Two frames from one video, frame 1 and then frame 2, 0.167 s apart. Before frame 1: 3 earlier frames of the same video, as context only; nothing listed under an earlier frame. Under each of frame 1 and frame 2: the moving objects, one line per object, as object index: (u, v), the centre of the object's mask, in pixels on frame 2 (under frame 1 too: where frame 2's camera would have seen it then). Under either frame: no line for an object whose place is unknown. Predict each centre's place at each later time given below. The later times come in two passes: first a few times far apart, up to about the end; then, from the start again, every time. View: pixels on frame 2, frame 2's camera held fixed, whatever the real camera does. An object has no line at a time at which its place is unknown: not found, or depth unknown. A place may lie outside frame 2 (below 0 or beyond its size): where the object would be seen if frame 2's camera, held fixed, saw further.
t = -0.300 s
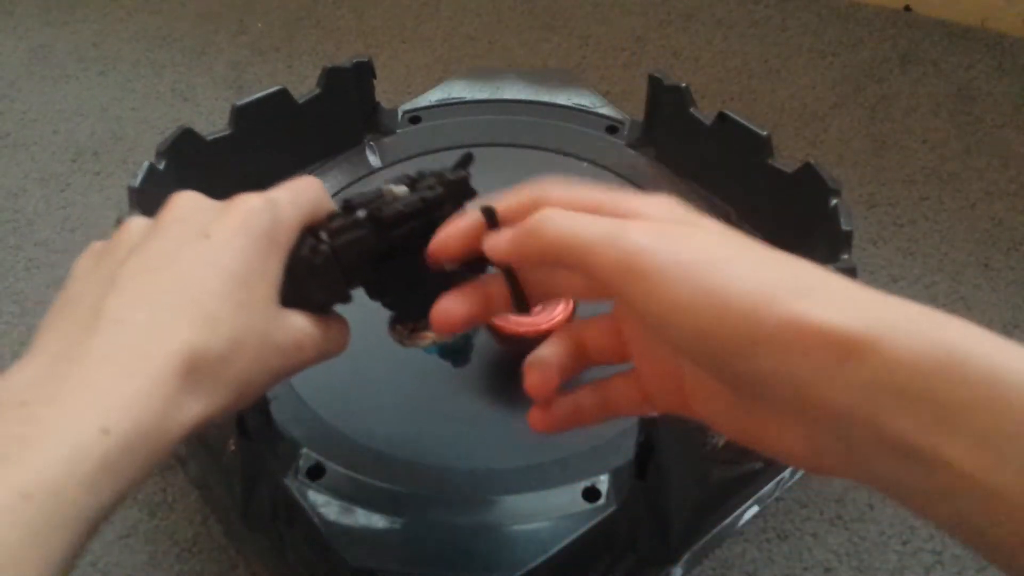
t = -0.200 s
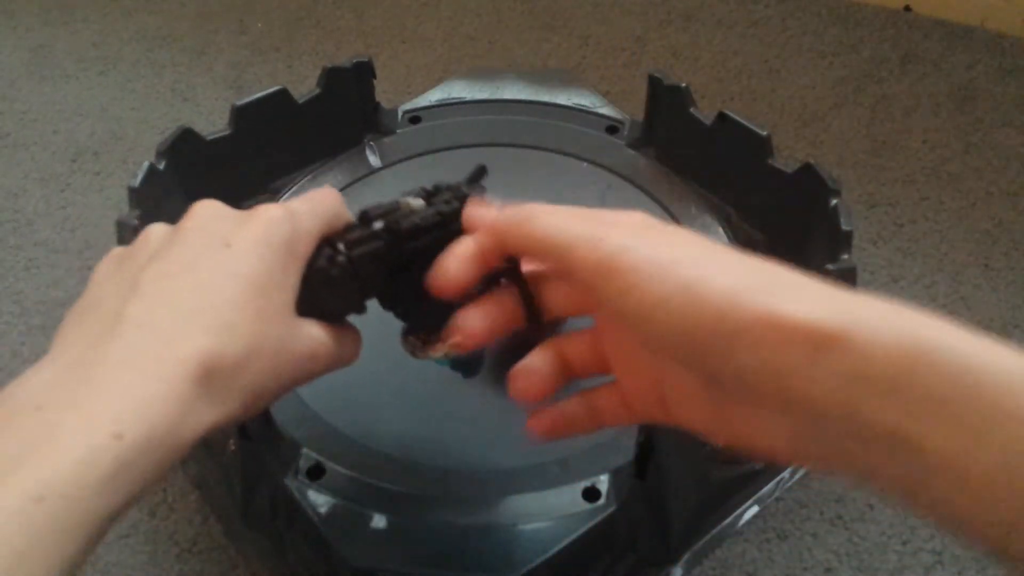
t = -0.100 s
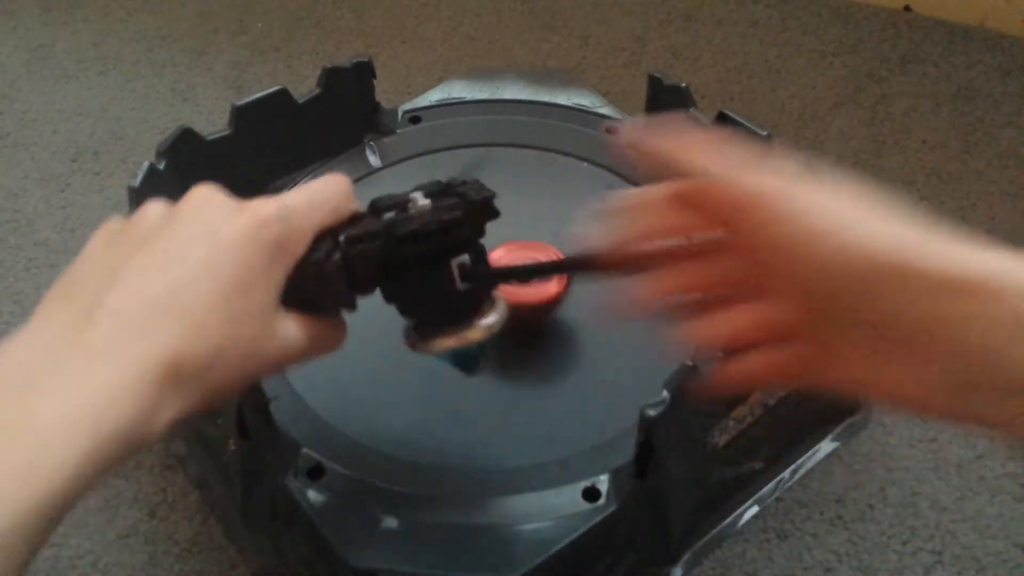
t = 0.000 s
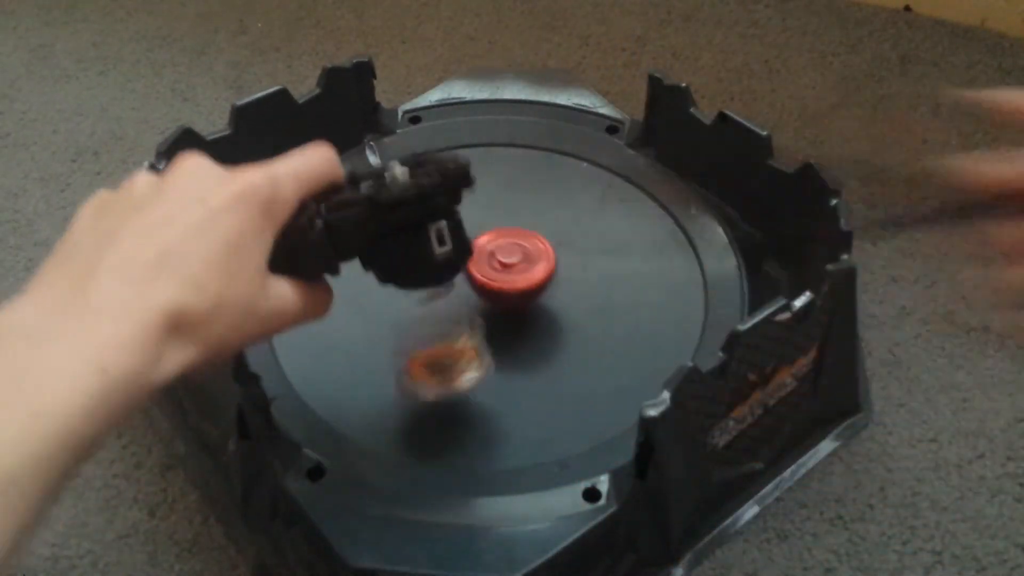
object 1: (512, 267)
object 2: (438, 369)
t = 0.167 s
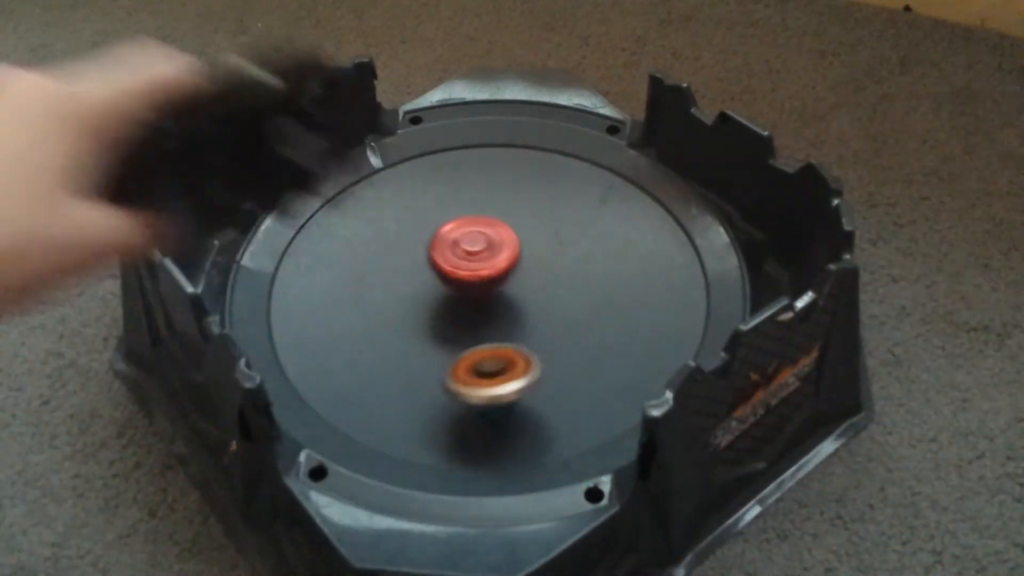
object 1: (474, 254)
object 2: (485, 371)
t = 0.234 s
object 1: (461, 254)
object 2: (487, 366)
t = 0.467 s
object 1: (449, 214)
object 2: (373, 381)
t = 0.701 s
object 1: (467, 120)
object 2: (321, 441)
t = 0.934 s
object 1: (447, 173)
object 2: (311, 426)
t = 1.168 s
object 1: (493, 234)
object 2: (312, 426)
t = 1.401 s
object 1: (547, 284)
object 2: (484, 408)
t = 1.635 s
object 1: (618, 141)
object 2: (600, 381)
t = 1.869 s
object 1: (421, 159)
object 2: (571, 255)
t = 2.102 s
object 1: (223, 191)
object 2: (532, 213)
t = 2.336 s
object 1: (406, 342)
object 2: (667, 203)
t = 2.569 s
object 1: (593, 346)
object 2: (613, 172)
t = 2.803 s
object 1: (659, 330)
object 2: (487, 237)
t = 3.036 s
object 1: (655, 325)
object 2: (486, 370)
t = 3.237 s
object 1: (613, 304)
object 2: (605, 383)
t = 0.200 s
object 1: (467, 254)
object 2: (487, 370)
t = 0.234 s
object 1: (461, 254)
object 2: (487, 366)
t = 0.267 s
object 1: (454, 255)
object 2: (483, 361)
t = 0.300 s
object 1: (448, 256)
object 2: (475, 355)
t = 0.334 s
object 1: (444, 258)
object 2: (464, 348)
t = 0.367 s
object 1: (439, 260)
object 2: (450, 341)
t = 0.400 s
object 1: (436, 263)
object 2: (434, 335)
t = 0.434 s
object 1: (440, 245)
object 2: (409, 354)
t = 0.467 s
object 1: (449, 214)
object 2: (373, 381)
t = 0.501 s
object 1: (458, 186)
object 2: (345, 395)
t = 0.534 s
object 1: (464, 166)
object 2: (326, 405)
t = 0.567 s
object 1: (470, 148)
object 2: (319, 415)
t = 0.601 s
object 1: (473, 135)
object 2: (316, 428)
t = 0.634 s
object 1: (473, 127)
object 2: (311, 438)
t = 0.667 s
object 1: (471, 121)
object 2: (312, 440)
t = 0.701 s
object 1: (467, 120)
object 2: (321, 441)
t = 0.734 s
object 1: (462, 125)
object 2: (328, 439)
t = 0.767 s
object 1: (456, 131)
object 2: (331, 436)
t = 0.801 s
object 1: (452, 138)
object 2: (327, 433)
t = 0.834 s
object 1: (448, 146)
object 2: (318, 429)
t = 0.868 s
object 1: (446, 156)
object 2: (311, 425)
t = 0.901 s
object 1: (446, 164)
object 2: (313, 427)
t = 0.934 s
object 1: (447, 173)
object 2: (311, 426)
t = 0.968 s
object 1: (449, 182)
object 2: (311, 427)
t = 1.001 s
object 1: (454, 191)
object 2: (311, 428)
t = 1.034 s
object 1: (460, 201)
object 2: (310, 428)
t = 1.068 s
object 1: (467, 209)
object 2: (310, 427)
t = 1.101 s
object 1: (476, 218)
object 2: (310, 427)
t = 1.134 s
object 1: (484, 226)
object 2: (311, 426)
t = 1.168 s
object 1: (493, 234)
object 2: (312, 426)
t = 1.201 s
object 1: (502, 242)
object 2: (318, 426)
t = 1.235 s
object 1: (510, 249)
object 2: (327, 427)
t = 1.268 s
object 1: (519, 256)
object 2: (343, 429)
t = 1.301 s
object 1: (527, 263)
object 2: (368, 429)
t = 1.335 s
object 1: (534, 270)
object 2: (402, 426)
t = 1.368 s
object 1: (541, 277)
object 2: (442, 420)
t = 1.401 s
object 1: (547, 284)
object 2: (484, 408)
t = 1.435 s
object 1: (553, 289)
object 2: (517, 392)
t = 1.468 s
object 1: (561, 294)
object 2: (543, 377)
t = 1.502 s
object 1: (578, 267)
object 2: (554, 386)
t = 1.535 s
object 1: (598, 229)
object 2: (564, 396)
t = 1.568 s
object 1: (609, 195)
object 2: (575, 397)
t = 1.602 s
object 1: (616, 167)
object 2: (587, 392)
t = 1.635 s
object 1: (618, 141)
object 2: (600, 381)
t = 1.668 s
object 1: (595, 126)
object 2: (610, 366)
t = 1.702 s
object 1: (558, 127)
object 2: (619, 350)
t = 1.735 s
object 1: (523, 131)
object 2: (618, 329)
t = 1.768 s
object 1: (495, 134)
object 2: (613, 309)
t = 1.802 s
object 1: (466, 142)
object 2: (603, 289)
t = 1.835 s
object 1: (442, 150)
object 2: (588, 271)
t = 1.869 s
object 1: (421, 159)
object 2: (571, 255)
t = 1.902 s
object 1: (404, 170)
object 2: (551, 241)
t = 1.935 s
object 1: (390, 180)
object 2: (527, 228)
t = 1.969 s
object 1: (378, 189)
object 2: (501, 219)
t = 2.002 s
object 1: (370, 198)
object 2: (473, 211)
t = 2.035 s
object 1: (360, 200)
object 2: (459, 206)
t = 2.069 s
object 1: (281, 194)
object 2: (492, 209)
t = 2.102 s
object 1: (223, 191)
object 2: (532, 213)
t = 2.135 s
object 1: (207, 199)
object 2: (566, 214)
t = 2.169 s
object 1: (217, 224)
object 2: (594, 215)
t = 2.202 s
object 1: (245, 267)
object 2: (619, 215)
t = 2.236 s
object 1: (284, 297)
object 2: (640, 214)
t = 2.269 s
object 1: (326, 319)
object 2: (653, 211)
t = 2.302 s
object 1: (367, 332)
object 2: (661, 208)
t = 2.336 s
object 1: (406, 342)
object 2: (667, 203)
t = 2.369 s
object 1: (444, 350)
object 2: (669, 198)
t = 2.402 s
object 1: (476, 353)
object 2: (667, 193)
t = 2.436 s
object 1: (508, 354)
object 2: (657, 189)
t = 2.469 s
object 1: (533, 353)
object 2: (647, 185)
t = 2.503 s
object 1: (556, 352)
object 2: (635, 182)
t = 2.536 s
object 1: (575, 349)
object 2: (625, 177)
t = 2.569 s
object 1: (593, 346)
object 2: (613, 172)
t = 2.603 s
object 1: (608, 344)
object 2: (595, 170)
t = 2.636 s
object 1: (621, 342)
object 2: (575, 173)
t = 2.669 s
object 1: (632, 340)
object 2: (556, 179)
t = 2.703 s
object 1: (641, 337)
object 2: (536, 190)
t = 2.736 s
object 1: (648, 334)
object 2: (518, 204)
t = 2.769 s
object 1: (654, 332)
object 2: (502, 220)
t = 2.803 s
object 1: (659, 330)
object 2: (487, 237)
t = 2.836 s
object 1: (663, 328)
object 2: (475, 257)
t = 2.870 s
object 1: (665, 327)
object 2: (467, 276)
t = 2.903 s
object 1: (666, 327)
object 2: (462, 297)
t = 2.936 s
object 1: (666, 327)
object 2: (462, 318)
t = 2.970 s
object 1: (664, 326)
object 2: (466, 336)
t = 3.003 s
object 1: (661, 326)
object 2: (474, 354)
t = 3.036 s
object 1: (655, 325)
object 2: (486, 370)
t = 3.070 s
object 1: (650, 323)
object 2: (504, 385)
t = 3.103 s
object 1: (643, 320)
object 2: (525, 395)
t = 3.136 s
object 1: (637, 317)
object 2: (549, 403)
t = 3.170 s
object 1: (629, 314)
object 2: (575, 403)
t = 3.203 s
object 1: (622, 310)
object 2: (591, 393)
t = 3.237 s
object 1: (613, 304)
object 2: (605, 383)
